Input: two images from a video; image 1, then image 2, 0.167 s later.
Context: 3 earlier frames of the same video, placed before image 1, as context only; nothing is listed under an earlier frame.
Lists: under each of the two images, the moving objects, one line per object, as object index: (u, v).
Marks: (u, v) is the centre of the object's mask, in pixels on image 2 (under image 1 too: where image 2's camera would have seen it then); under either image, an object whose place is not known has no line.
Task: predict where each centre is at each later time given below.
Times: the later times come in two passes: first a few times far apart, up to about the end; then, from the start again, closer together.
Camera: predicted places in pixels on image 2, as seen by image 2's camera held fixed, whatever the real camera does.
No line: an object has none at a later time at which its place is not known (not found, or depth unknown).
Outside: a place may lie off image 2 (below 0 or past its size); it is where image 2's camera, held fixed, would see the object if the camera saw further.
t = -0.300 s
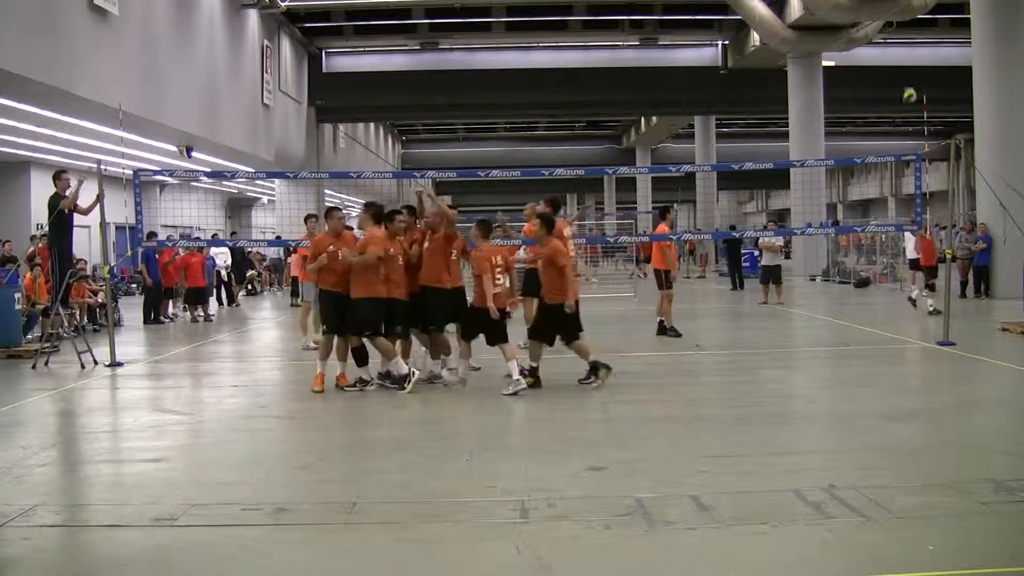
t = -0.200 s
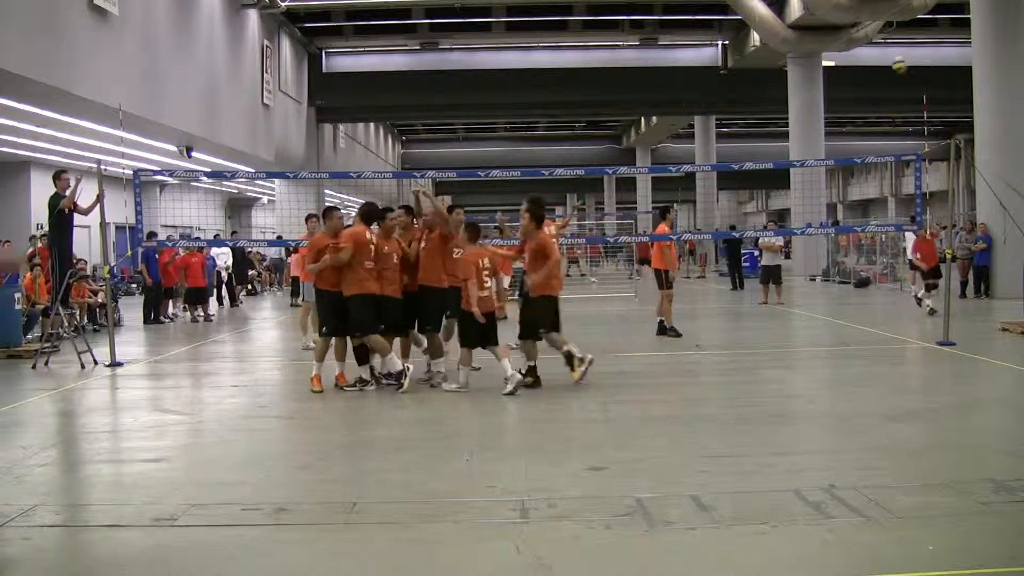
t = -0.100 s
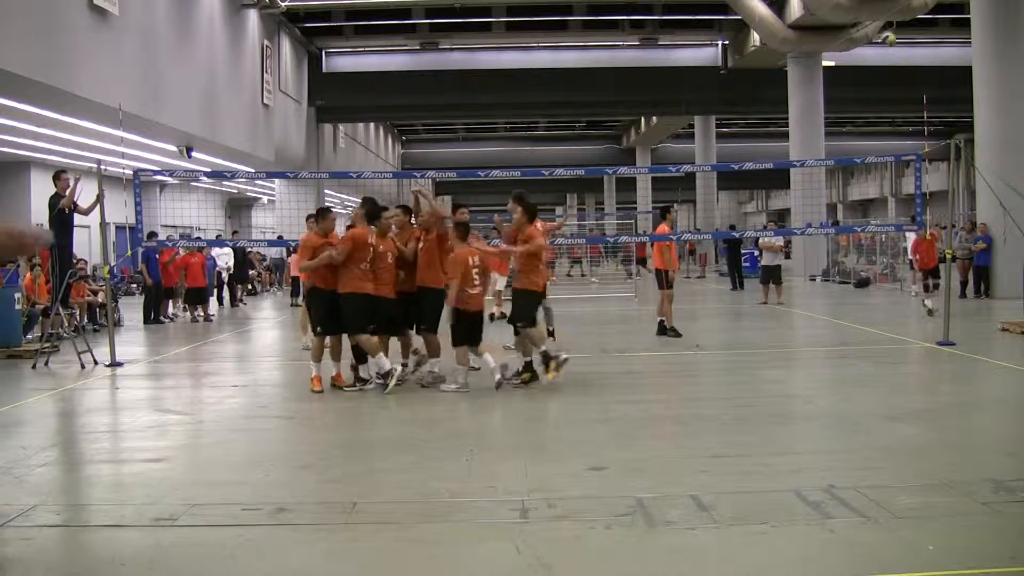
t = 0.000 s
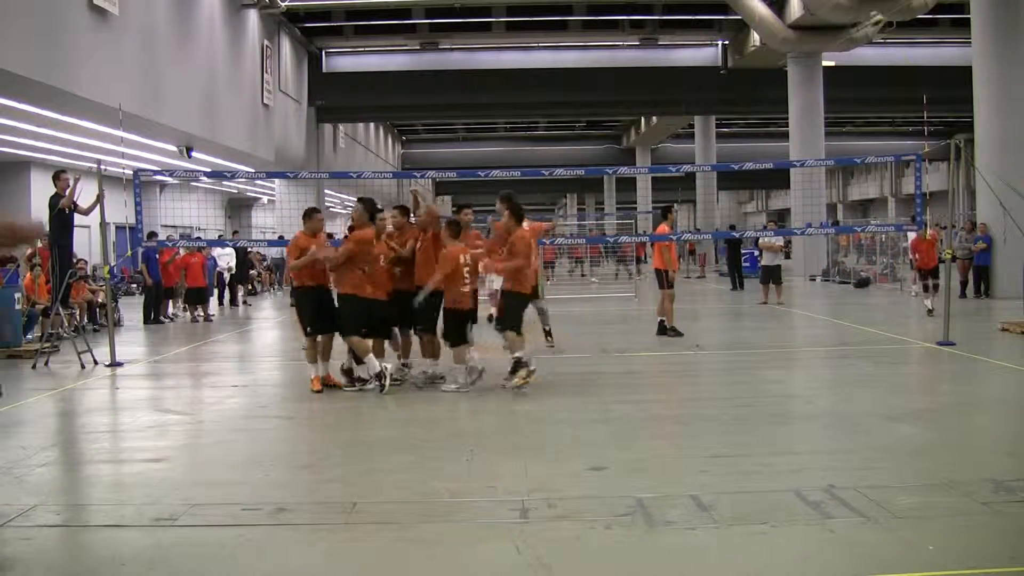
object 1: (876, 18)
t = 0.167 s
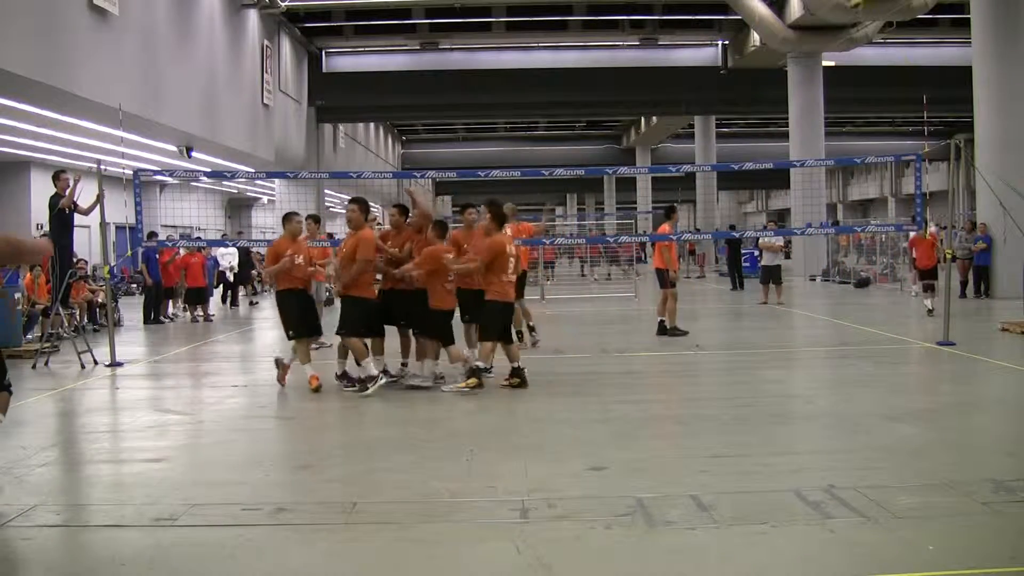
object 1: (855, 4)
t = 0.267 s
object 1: (841, 4)
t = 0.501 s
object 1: (804, 40)
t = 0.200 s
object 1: (850, 4)
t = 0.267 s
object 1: (841, 4)
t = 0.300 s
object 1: (836, 4)
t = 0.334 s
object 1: (830, 7)
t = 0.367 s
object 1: (825, 11)
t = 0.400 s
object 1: (819, 17)
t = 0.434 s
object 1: (814, 24)
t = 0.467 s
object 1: (808, 30)
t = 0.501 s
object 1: (804, 40)
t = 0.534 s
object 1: (797, 50)
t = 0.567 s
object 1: (791, 62)
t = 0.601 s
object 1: (784, 77)
